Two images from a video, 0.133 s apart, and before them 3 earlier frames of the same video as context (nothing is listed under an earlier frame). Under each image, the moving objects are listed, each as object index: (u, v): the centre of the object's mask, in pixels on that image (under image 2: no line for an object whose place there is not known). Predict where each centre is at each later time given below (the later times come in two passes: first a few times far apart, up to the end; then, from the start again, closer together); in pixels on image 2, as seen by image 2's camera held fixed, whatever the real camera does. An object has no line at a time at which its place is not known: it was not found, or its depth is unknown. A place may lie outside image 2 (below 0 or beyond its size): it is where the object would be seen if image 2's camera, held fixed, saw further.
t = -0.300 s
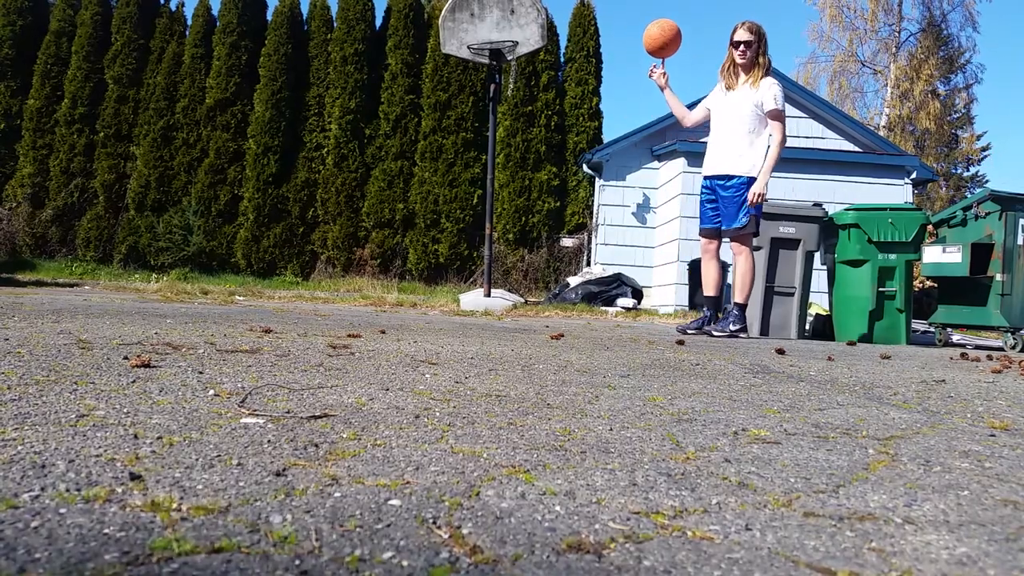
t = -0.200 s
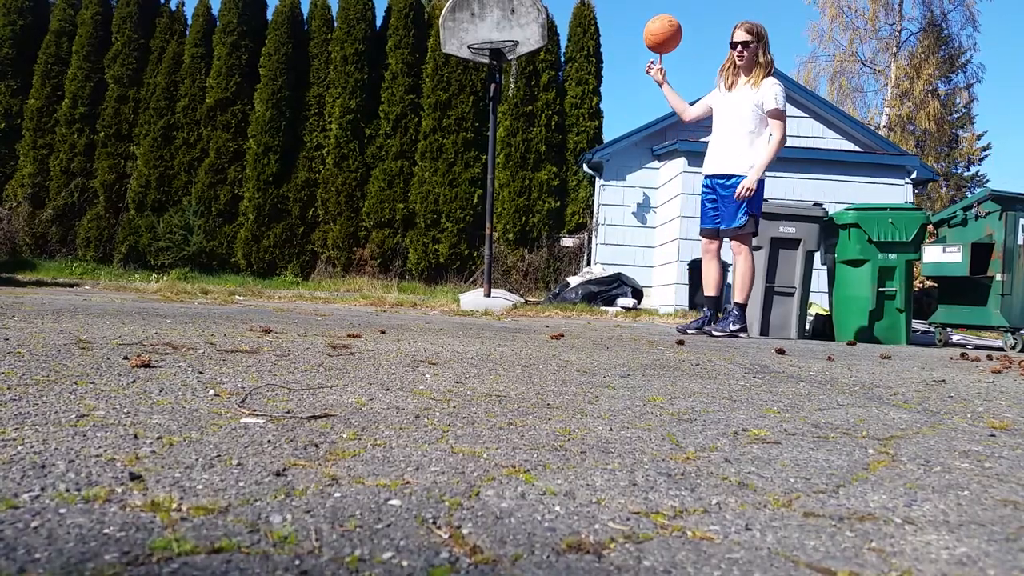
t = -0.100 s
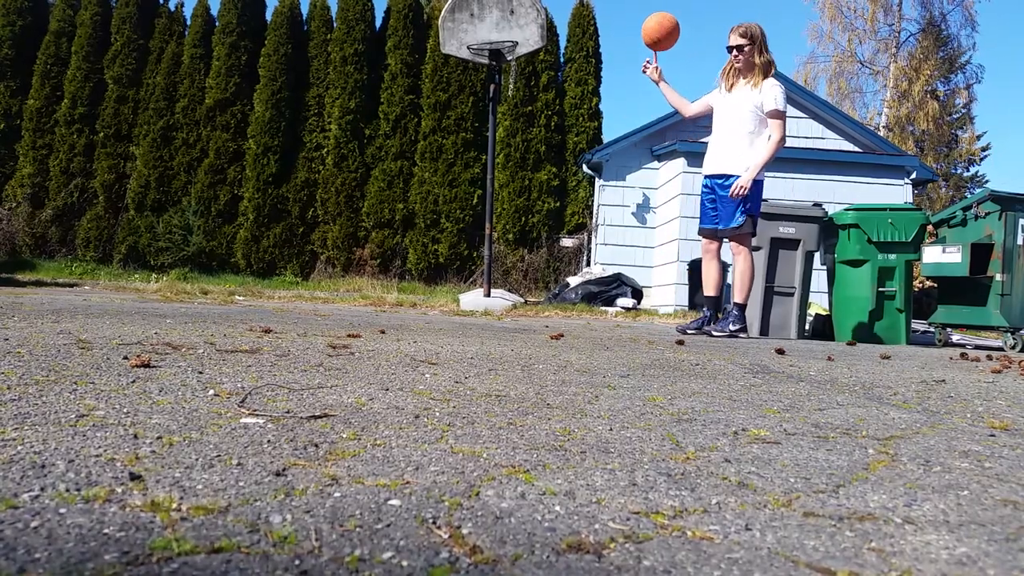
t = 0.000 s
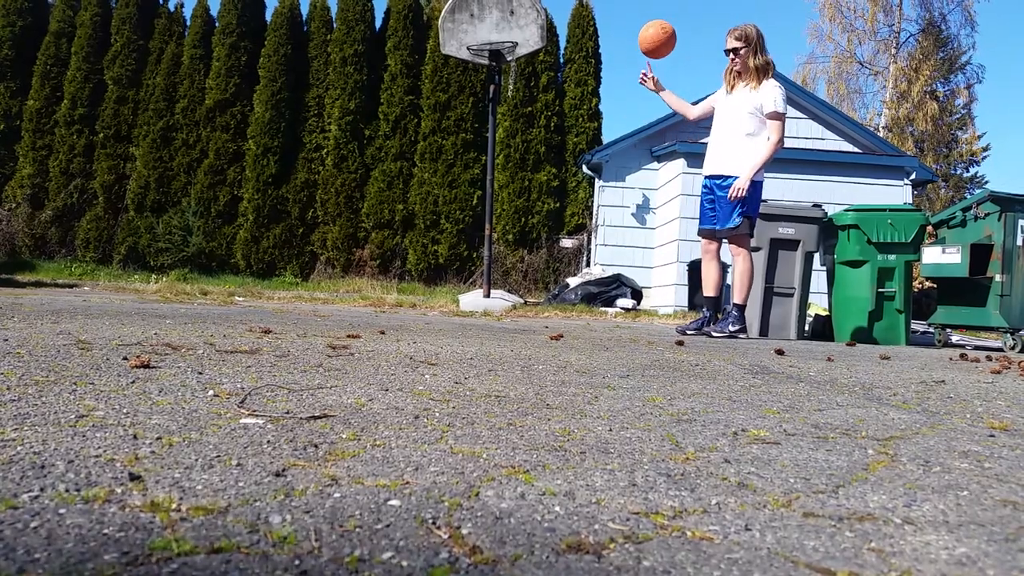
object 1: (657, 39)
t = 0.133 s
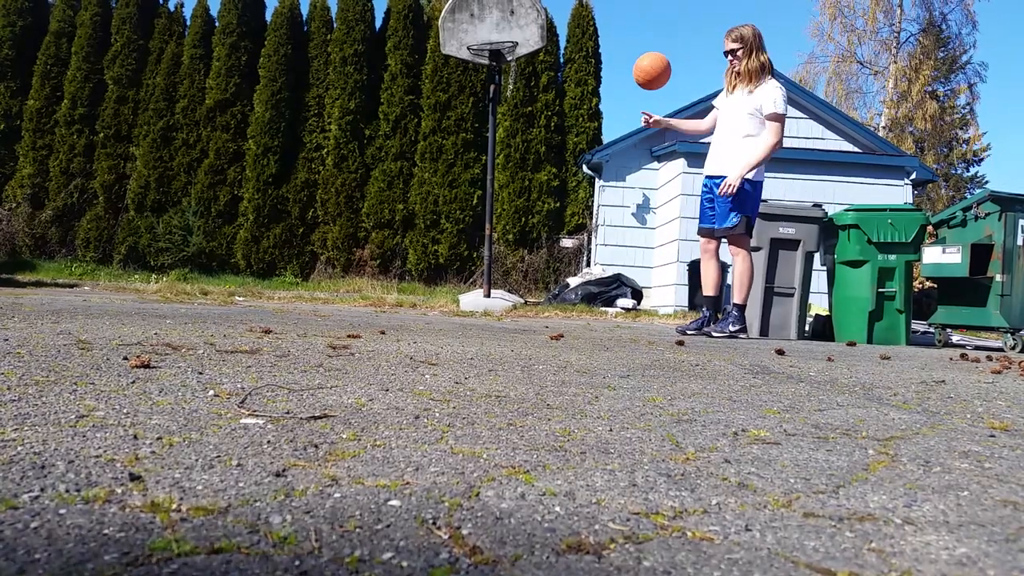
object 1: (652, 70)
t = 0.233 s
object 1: (647, 111)
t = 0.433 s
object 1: (635, 232)
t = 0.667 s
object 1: (621, 236)
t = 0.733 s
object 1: (617, 201)
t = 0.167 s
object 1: (650, 82)
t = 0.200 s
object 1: (648, 96)
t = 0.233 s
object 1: (647, 111)
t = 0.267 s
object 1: (645, 128)
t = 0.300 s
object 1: (643, 145)
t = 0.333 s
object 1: (641, 165)
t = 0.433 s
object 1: (635, 232)
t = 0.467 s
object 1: (633, 257)
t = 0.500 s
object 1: (630, 284)
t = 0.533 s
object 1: (628, 311)
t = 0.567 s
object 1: (626, 302)
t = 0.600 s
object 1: (625, 278)
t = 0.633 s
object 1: (623, 256)
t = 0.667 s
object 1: (621, 236)
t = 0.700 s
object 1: (619, 218)
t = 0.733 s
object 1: (617, 201)
